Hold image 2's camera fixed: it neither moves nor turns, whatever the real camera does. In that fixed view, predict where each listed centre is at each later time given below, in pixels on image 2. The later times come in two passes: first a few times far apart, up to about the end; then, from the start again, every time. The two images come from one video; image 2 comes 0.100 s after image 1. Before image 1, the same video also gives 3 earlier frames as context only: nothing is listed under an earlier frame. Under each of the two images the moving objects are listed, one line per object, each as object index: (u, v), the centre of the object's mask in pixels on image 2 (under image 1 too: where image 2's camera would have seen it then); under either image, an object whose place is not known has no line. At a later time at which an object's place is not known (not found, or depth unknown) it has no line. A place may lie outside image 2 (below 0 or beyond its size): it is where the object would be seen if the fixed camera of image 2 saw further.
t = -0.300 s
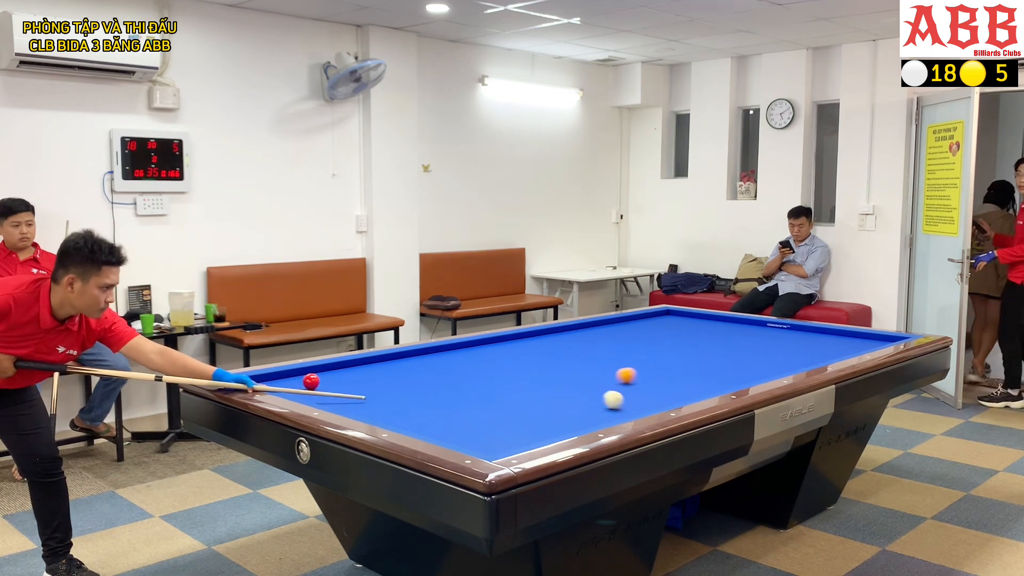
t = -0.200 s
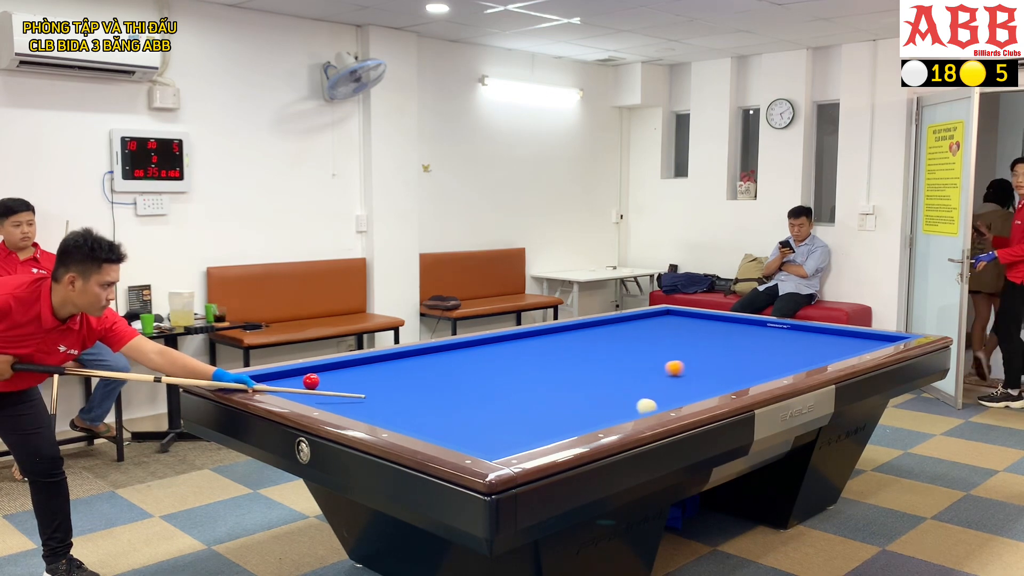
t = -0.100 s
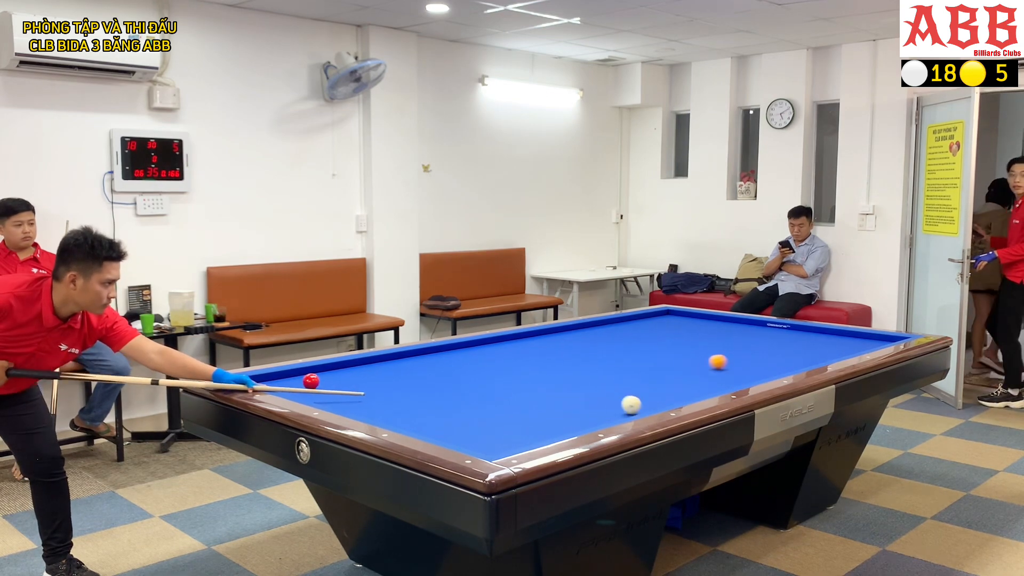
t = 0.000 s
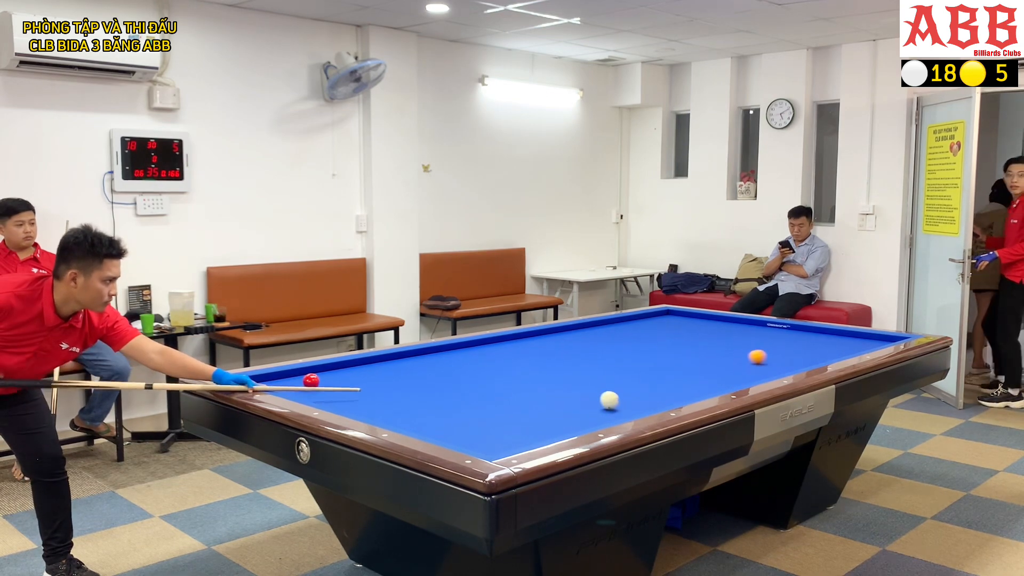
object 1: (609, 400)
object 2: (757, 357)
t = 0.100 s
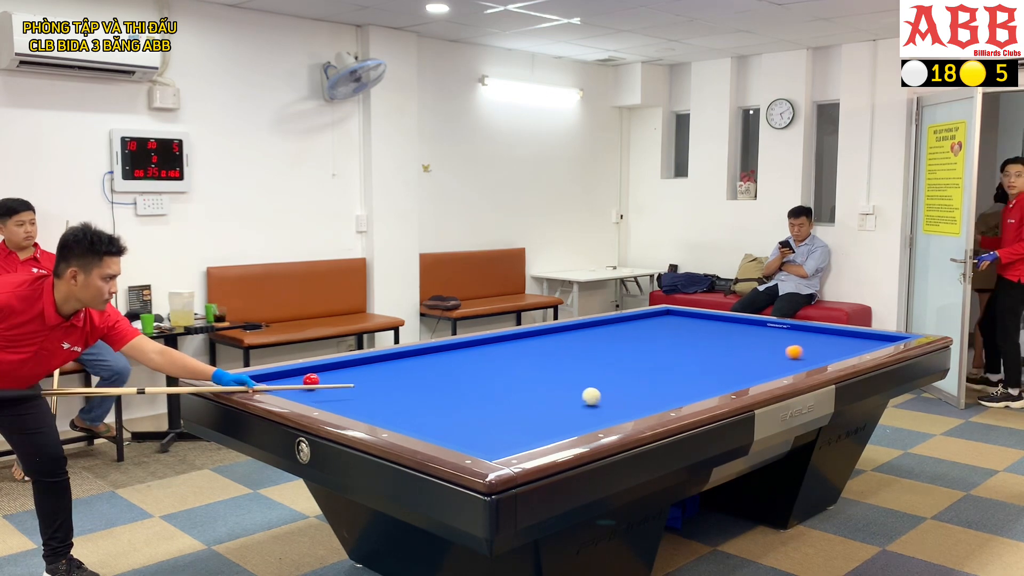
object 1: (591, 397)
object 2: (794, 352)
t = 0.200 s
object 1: (574, 393)
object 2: (829, 348)
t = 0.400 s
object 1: (541, 386)
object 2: (891, 338)
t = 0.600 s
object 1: (511, 380)
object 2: (850, 342)
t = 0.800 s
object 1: (484, 374)
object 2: (788, 344)
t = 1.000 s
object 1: (458, 369)
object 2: (734, 346)
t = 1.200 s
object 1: (433, 364)
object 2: (681, 347)
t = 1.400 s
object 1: (411, 359)
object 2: (627, 349)
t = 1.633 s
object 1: (397, 356)
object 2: (564, 351)
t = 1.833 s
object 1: (410, 359)
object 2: (509, 353)
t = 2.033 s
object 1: (422, 361)
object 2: (454, 355)
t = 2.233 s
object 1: (435, 364)
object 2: (397, 357)
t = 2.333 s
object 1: (441, 365)
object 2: (377, 359)
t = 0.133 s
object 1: (585, 395)
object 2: (806, 351)
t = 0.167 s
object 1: (580, 394)
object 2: (817, 349)
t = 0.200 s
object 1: (574, 393)
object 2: (829, 348)
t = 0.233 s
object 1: (568, 392)
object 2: (840, 346)
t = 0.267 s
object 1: (563, 391)
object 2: (850, 345)
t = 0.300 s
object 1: (557, 389)
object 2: (861, 343)
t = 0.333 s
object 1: (552, 388)
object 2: (872, 342)
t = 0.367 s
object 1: (547, 387)
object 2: (881, 340)
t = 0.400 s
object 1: (541, 386)
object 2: (891, 338)
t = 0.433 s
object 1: (536, 385)
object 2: (900, 337)
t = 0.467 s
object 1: (531, 384)
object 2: (896, 338)
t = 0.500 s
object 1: (526, 383)
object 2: (885, 339)
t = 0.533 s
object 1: (521, 382)
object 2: (873, 340)
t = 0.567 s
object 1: (516, 381)
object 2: (861, 341)
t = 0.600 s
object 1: (511, 380)
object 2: (850, 342)
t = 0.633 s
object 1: (507, 379)
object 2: (839, 342)
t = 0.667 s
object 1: (502, 378)
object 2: (828, 343)
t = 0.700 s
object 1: (497, 377)
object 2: (818, 343)
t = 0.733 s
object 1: (493, 376)
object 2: (807, 344)
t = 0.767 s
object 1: (488, 375)
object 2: (797, 344)
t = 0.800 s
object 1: (484, 374)
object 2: (788, 344)
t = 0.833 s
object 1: (479, 373)
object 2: (778, 344)
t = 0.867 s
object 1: (475, 372)
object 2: (770, 345)
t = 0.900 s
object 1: (471, 371)
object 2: (761, 345)
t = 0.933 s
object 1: (466, 370)
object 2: (752, 345)
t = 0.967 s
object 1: (462, 370)
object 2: (743, 345)
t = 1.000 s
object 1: (458, 369)
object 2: (734, 346)
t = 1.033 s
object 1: (454, 368)
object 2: (725, 346)
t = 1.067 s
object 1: (450, 367)
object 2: (716, 346)
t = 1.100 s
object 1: (445, 366)
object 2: (707, 346)
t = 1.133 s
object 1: (442, 365)
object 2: (699, 347)
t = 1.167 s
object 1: (438, 364)
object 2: (690, 347)
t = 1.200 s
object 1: (433, 364)
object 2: (681, 347)
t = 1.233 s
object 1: (430, 363)
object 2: (672, 347)
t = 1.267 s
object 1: (426, 362)
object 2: (663, 348)
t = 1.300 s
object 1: (422, 361)
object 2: (654, 348)
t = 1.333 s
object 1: (419, 361)
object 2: (645, 348)
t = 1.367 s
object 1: (415, 360)
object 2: (636, 349)
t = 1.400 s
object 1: (411, 359)
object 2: (627, 349)
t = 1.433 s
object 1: (408, 358)
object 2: (618, 349)
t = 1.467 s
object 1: (404, 358)
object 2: (609, 349)
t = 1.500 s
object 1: (400, 357)
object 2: (600, 350)
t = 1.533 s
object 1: (397, 356)
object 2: (591, 350)
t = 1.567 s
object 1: (393, 355)
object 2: (582, 350)
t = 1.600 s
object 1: (395, 356)
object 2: (573, 350)
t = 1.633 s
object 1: (397, 356)
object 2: (564, 351)
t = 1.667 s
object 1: (399, 357)
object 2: (555, 351)
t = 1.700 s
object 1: (402, 357)
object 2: (546, 351)
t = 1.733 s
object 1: (404, 358)
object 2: (537, 352)
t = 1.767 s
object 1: (406, 358)
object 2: (528, 352)
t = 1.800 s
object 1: (408, 359)
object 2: (519, 352)
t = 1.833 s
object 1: (410, 359)
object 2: (509, 353)
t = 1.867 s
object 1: (412, 359)
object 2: (500, 353)
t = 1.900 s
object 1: (414, 360)
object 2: (491, 353)
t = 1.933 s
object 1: (416, 360)
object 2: (482, 354)
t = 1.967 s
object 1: (418, 361)
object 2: (472, 354)
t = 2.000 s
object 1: (420, 361)
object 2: (463, 354)
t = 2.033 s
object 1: (422, 361)
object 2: (454, 355)
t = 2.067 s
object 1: (424, 362)
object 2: (444, 355)
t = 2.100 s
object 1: (426, 362)
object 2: (436, 354)
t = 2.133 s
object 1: (429, 363)
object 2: (425, 353)
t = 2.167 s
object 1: (431, 363)
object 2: (416, 356)
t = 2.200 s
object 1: (433, 364)
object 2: (406, 356)
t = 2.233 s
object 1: (435, 364)
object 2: (397, 357)
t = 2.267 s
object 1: (437, 364)
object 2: (387, 357)
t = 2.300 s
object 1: (439, 365)
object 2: (379, 358)
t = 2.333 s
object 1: (441, 365)
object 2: (377, 359)
